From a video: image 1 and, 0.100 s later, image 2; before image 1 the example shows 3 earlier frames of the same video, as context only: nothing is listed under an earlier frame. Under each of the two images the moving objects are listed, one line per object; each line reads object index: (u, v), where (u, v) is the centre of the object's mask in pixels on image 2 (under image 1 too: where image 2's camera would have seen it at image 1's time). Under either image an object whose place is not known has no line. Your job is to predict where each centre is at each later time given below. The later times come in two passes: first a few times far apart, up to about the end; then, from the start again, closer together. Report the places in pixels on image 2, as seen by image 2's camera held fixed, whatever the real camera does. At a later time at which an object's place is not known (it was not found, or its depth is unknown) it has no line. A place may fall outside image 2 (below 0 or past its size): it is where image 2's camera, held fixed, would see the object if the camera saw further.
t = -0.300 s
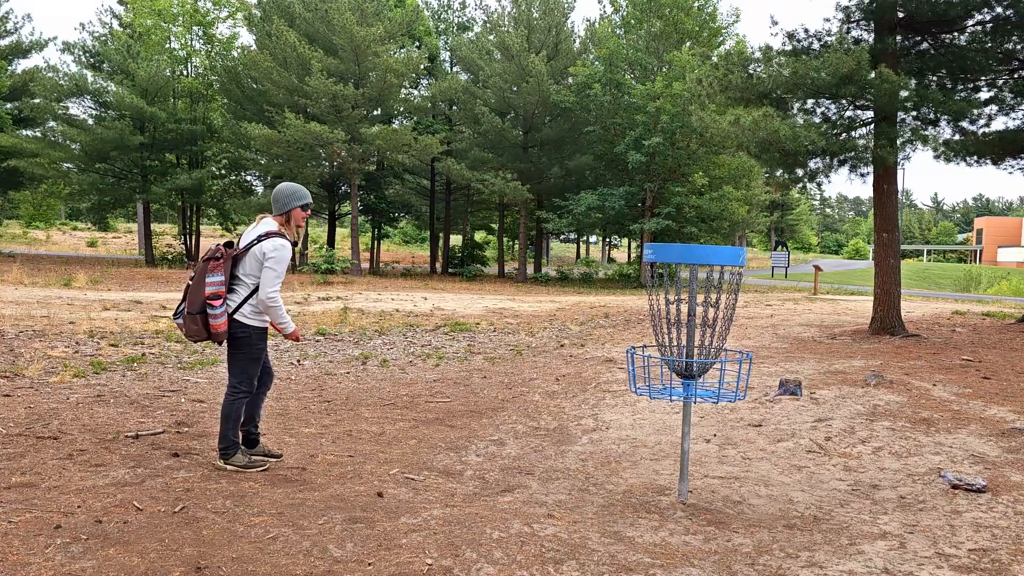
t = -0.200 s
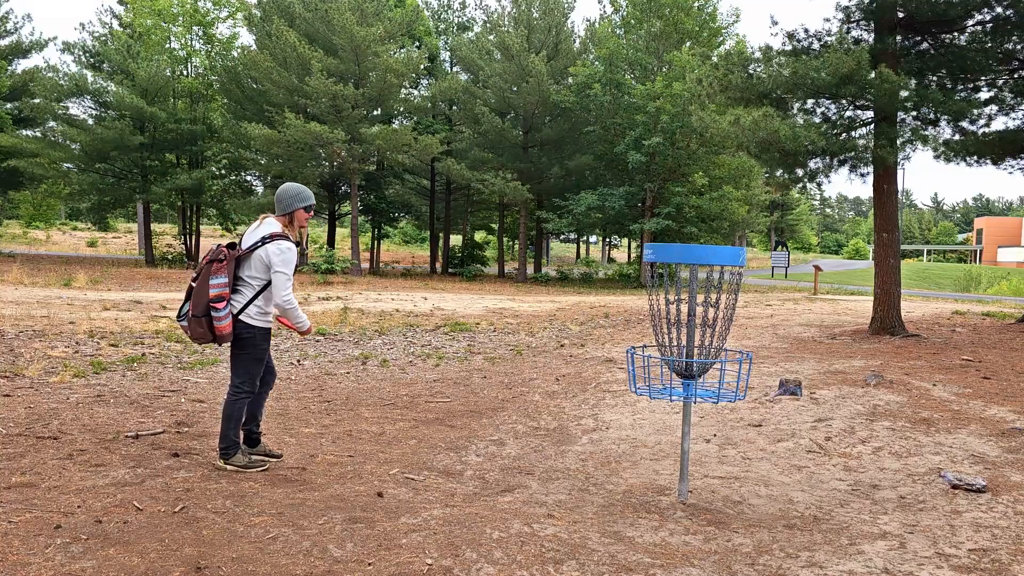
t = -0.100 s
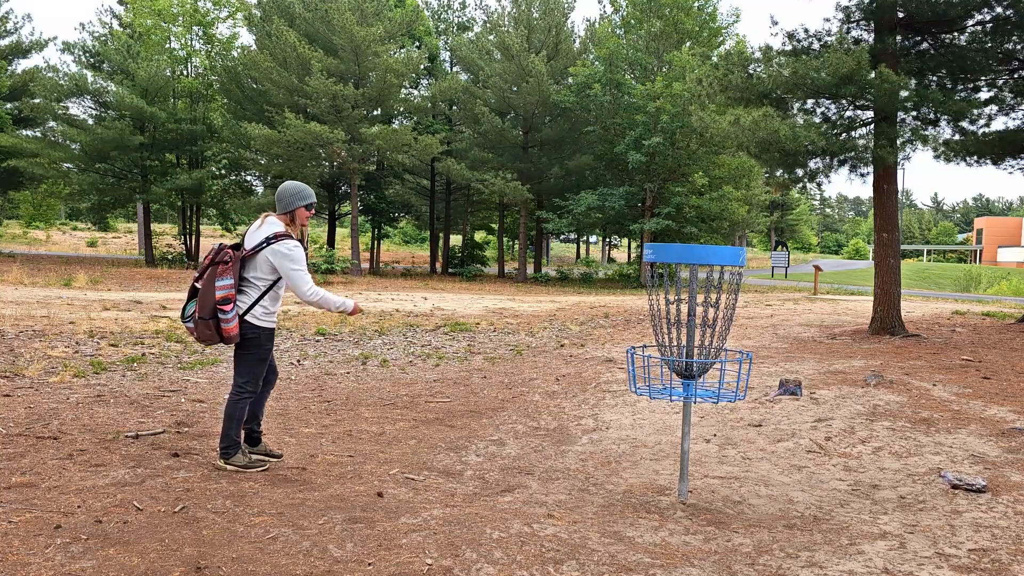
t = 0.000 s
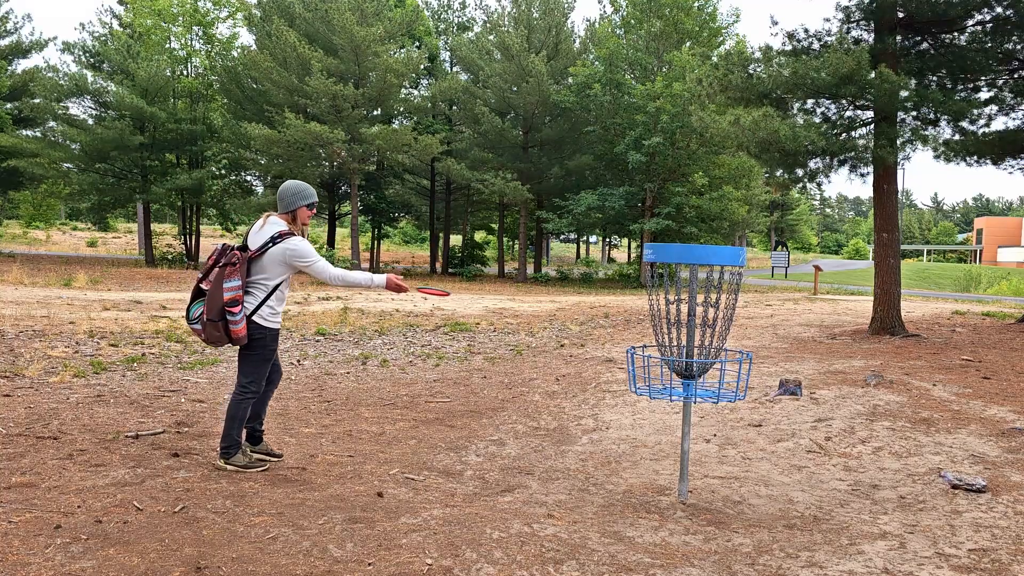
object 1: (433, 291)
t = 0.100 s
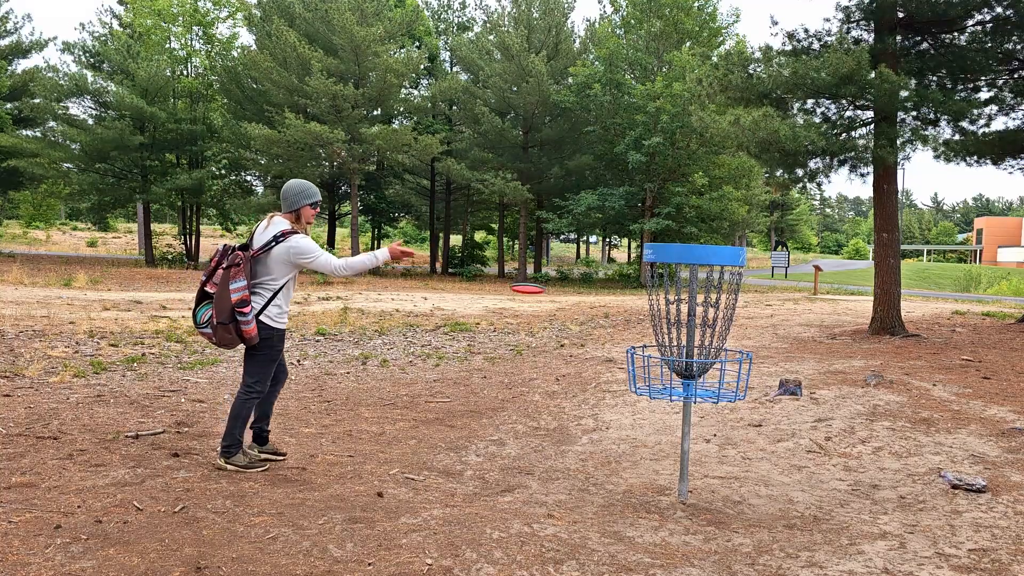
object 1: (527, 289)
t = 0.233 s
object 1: (649, 309)
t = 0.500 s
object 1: (668, 356)
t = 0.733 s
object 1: (651, 373)
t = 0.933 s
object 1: (646, 374)
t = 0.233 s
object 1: (649, 309)
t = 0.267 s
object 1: (660, 316)
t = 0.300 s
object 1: (668, 322)
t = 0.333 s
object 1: (673, 329)
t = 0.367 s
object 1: (673, 338)
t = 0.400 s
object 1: (674, 345)
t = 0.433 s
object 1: (676, 350)
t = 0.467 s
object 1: (672, 352)
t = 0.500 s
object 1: (668, 356)
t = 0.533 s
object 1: (667, 361)
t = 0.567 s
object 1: (666, 366)
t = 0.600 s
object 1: (663, 370)
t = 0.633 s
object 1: (659, 369)
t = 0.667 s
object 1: (656, 370)
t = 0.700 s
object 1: (653, 373)
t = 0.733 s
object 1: (651, 373)
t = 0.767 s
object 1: (650, 372)
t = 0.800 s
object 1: (648, 371)
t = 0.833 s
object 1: (647, 372)
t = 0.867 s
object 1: (646, 372)
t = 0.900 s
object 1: (646, 373)
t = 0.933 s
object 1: (646, 374)
